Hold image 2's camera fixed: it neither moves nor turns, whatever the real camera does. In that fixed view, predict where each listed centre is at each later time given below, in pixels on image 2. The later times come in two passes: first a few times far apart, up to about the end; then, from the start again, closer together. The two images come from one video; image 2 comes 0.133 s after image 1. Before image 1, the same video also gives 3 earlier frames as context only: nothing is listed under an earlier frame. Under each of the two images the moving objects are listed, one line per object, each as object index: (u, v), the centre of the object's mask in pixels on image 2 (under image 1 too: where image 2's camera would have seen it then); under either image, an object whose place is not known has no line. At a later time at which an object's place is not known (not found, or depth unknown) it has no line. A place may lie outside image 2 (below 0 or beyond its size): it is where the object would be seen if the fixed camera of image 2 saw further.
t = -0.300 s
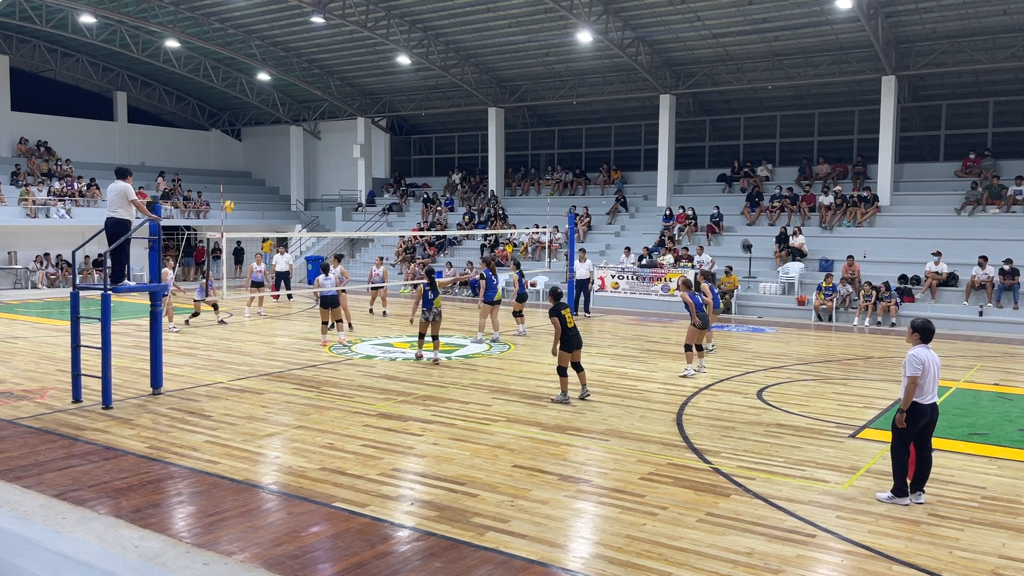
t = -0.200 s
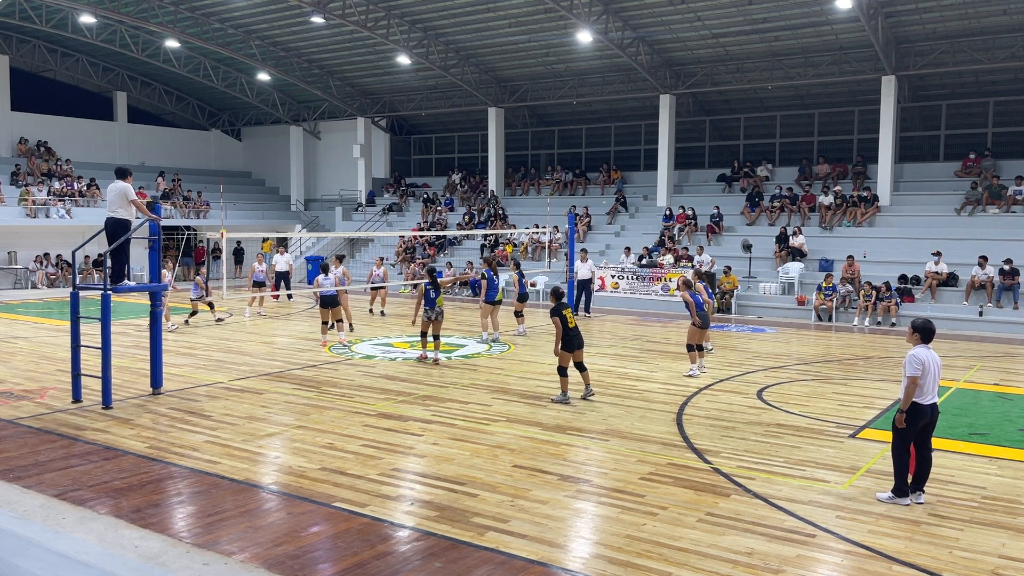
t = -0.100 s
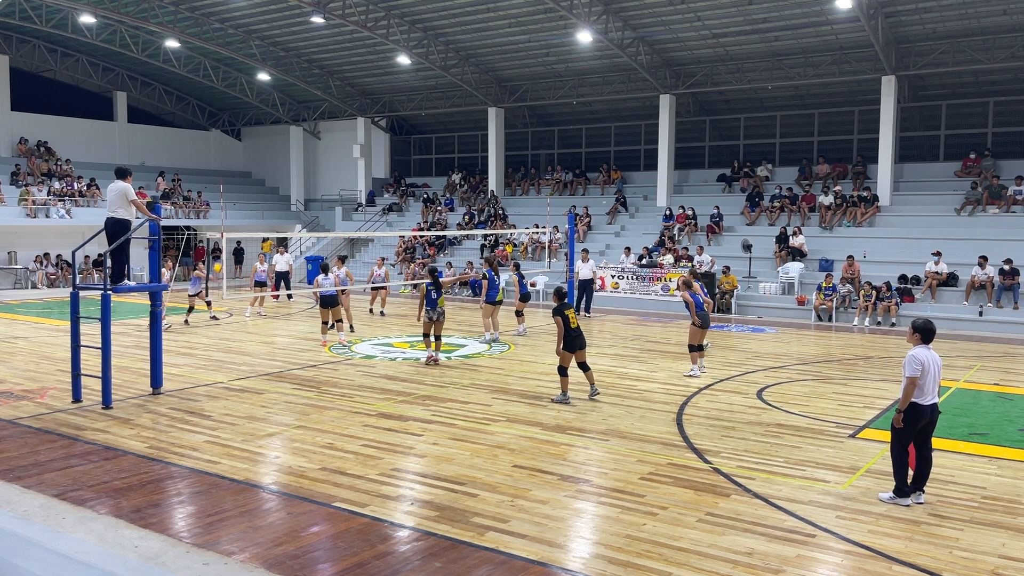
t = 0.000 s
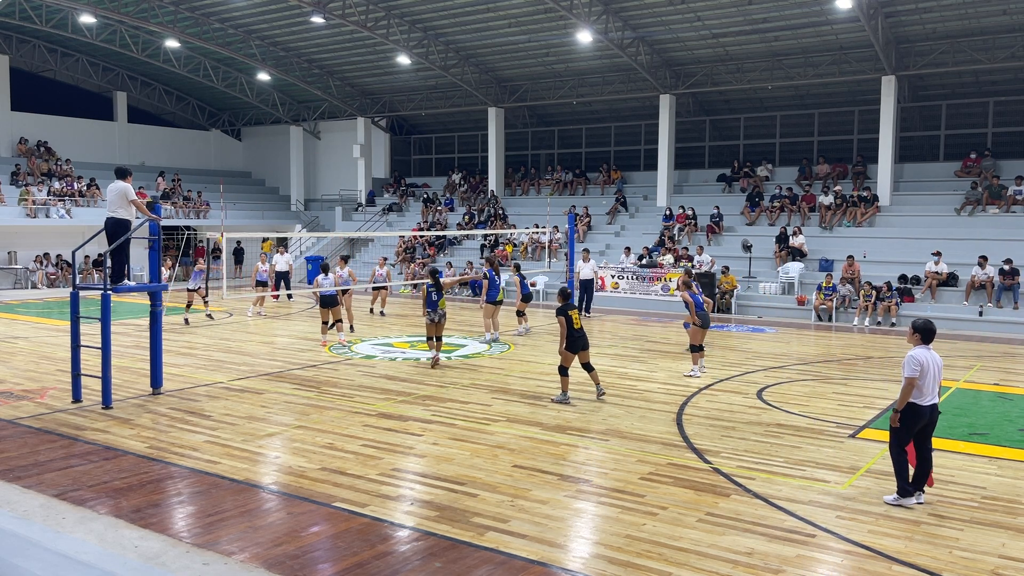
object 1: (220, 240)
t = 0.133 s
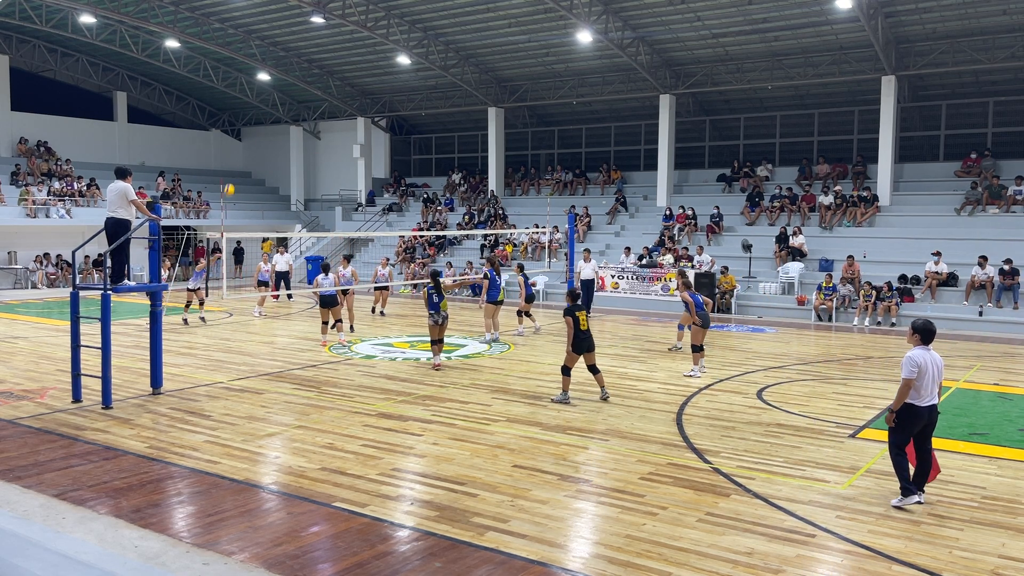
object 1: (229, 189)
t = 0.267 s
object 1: (237, 149)
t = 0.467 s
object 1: (250, 104)
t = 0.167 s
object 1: (231, 179)
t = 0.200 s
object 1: (233, 169)
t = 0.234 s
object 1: (235, 159)
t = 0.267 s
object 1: (237, 149)
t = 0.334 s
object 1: (241, 133)
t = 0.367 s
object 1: (244, 125)
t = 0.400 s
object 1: (246, 118)
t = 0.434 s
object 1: (248, 111)
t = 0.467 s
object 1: (250, 104)
